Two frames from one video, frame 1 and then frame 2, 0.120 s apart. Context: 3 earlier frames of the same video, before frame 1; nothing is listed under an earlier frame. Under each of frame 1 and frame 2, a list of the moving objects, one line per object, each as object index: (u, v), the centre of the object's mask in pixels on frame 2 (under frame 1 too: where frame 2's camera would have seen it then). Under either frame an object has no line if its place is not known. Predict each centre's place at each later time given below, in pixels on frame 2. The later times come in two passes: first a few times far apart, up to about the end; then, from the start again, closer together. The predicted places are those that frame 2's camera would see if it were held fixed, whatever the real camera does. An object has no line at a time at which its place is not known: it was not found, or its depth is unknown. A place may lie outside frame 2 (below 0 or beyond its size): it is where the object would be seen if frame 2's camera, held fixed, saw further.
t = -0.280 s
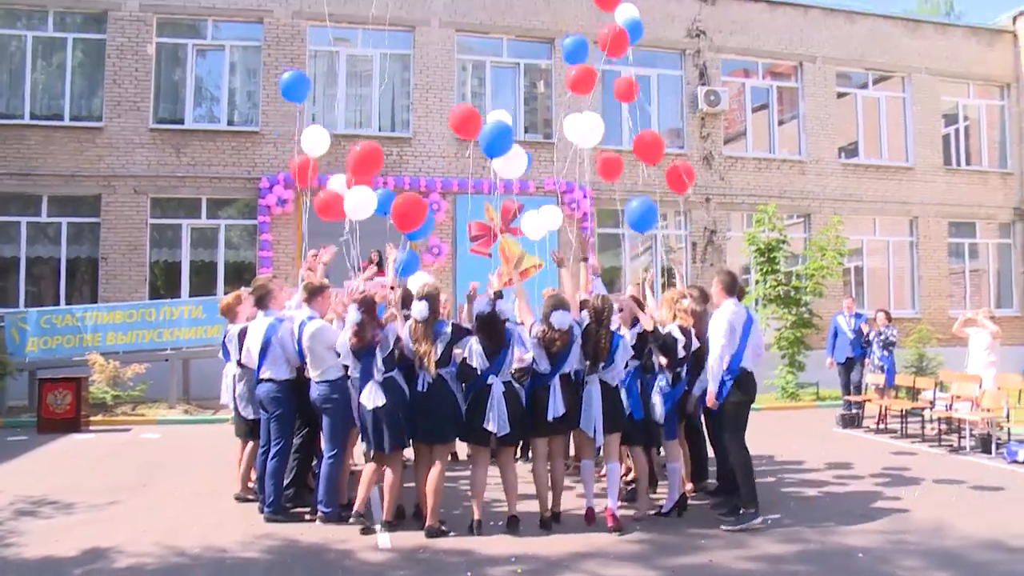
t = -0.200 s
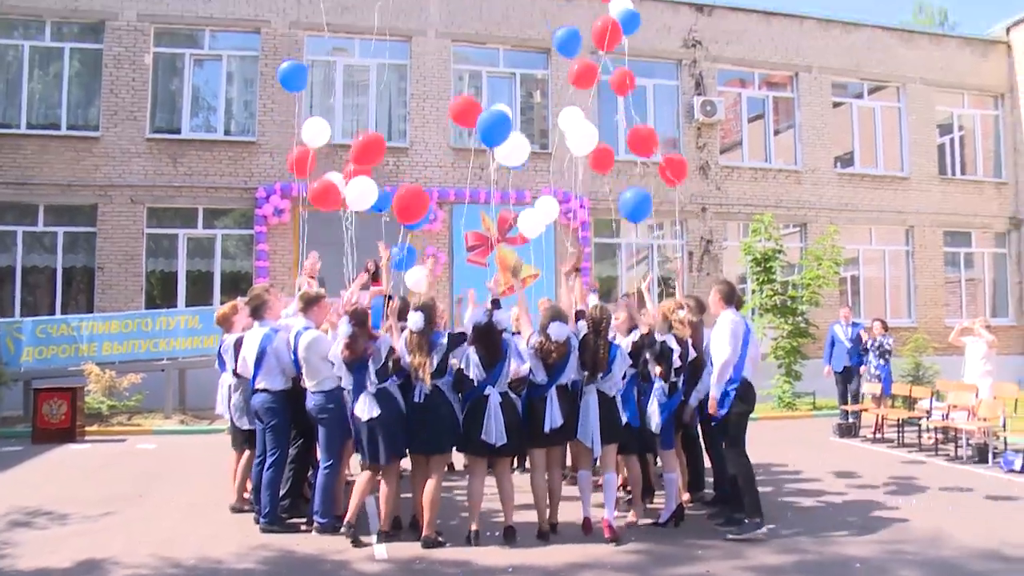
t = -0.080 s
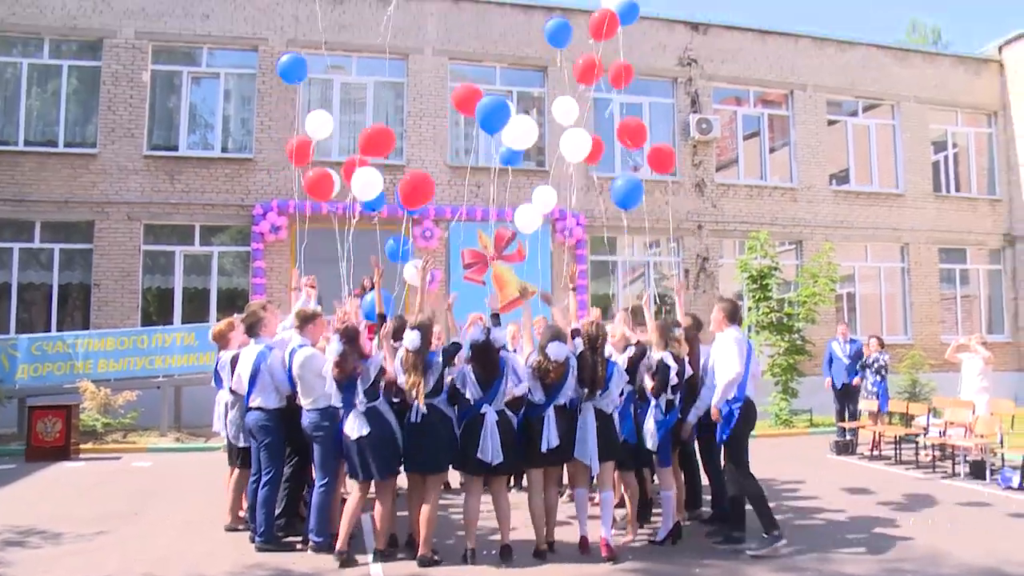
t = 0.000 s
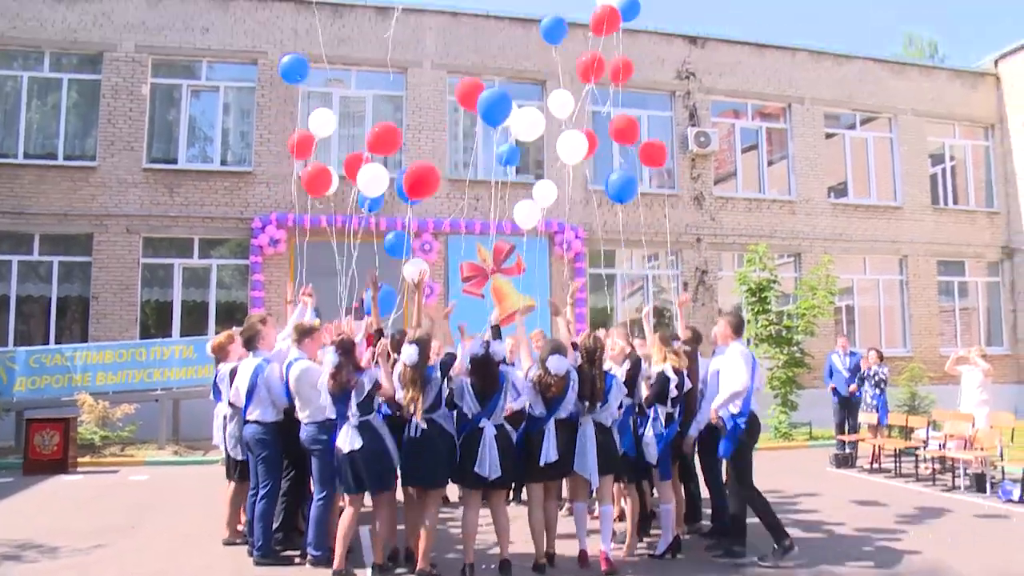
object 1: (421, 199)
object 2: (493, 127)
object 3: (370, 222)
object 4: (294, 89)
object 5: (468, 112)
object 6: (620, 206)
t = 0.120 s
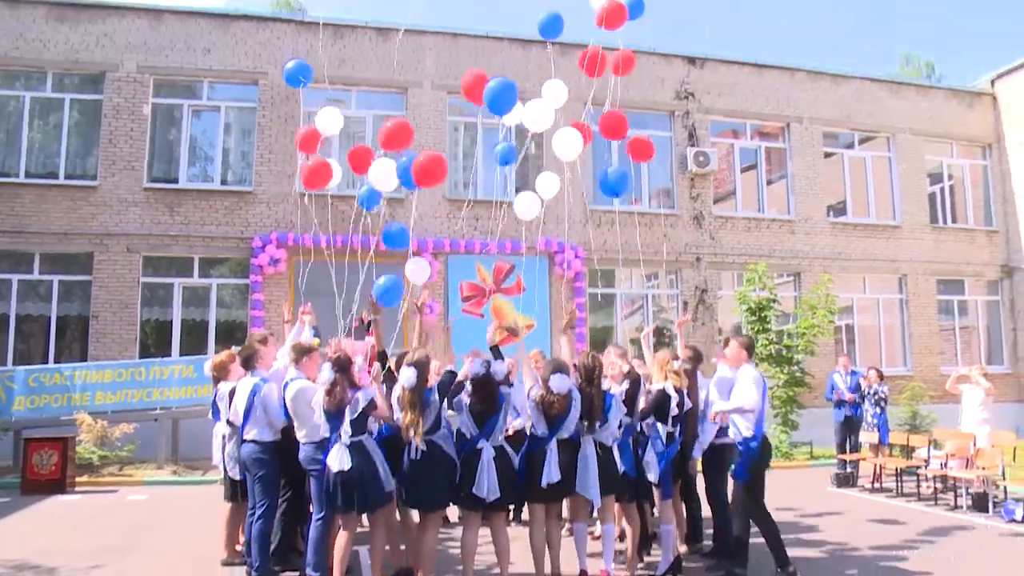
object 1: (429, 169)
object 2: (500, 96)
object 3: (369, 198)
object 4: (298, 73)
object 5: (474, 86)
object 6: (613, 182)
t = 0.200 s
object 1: (434, 151)
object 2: (506, 76)
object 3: (370, 182)
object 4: (299, 65)
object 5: (478, 68)
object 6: (610, 167)
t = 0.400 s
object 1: (447, 121)
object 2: (521, 31)
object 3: (373, 142)
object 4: (303, 41)
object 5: (486, 21)
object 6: (600, 132)
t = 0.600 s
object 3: (379, 104)
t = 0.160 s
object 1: (432, 160)
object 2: (503, 86)
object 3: (370, 190)
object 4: (298, 69)
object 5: (476, 77)
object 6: (611, 175)
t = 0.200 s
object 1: (434, 151)
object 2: (506, 76)
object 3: (370, 182)
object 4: (299, 65)
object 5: (478, 68)
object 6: (610, 167)
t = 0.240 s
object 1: (436, 143)
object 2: (508, 66)
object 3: (370, 174)
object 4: (300, 60)
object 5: (480, 59)
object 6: (608, 161)
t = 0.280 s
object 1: (439, 137)
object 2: (511, 56)
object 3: (371, 166)
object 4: (301, 56)
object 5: (482, 50)
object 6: (605, 154)
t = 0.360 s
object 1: (443, 126)
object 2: (518, 39)
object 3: (373, 150)
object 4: (303, 46)
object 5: (485, 31)
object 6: (601, 140)
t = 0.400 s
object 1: (447, 121)
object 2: (521, 31)
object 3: (373, 142)
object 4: (303, 41)
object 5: (486, 21)
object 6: (600, 132)
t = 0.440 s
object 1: (450, 116)
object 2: (524, 22)
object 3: (374, 134)
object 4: (304, 35)
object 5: (488, 11)
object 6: (597, 125)
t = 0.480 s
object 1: (454, 109)
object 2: (527, 14)
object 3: (375, 127)
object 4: (305, 29)
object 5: (490, 1)
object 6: (595, 118)
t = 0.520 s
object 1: (457, 104)
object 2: (530, 5)
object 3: (377, 119)
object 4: (306, 23)
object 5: (493, -9)
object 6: (592, 111)
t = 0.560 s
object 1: (461, 98)
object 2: (534, -3)
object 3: (377, 111)
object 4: (307, 16)
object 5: (495, -19)
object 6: (591, 104)
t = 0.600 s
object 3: (379, 104)
